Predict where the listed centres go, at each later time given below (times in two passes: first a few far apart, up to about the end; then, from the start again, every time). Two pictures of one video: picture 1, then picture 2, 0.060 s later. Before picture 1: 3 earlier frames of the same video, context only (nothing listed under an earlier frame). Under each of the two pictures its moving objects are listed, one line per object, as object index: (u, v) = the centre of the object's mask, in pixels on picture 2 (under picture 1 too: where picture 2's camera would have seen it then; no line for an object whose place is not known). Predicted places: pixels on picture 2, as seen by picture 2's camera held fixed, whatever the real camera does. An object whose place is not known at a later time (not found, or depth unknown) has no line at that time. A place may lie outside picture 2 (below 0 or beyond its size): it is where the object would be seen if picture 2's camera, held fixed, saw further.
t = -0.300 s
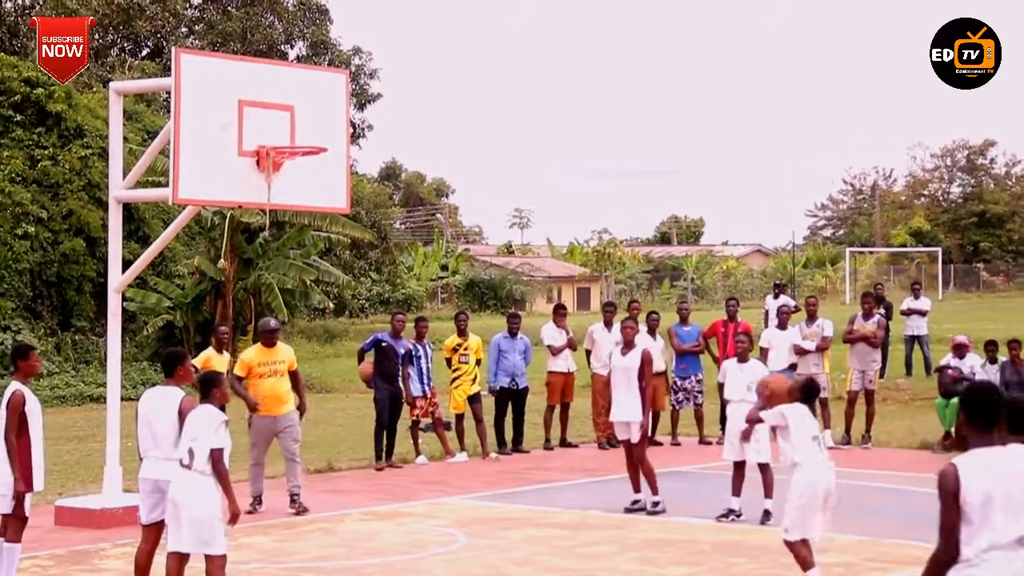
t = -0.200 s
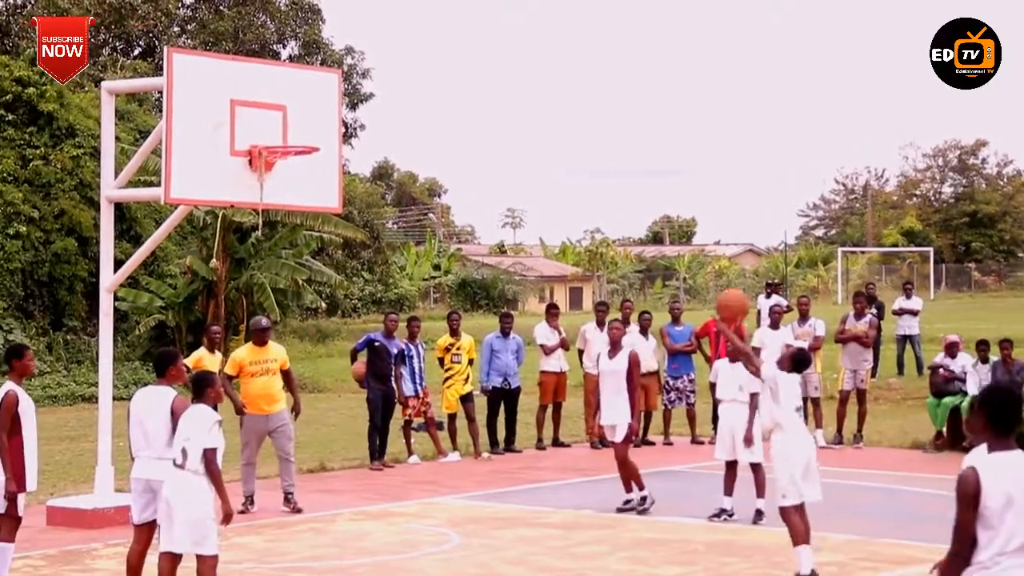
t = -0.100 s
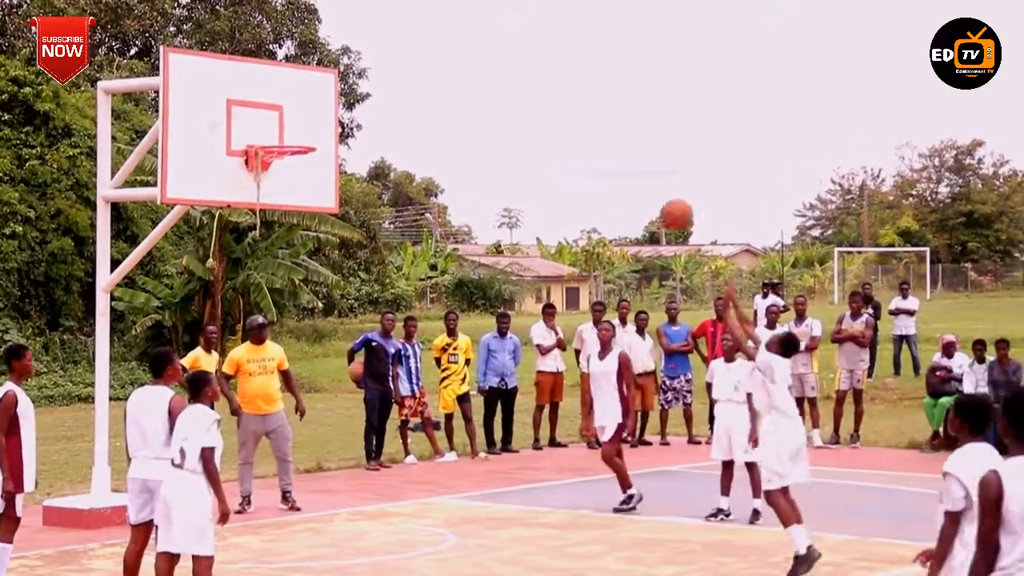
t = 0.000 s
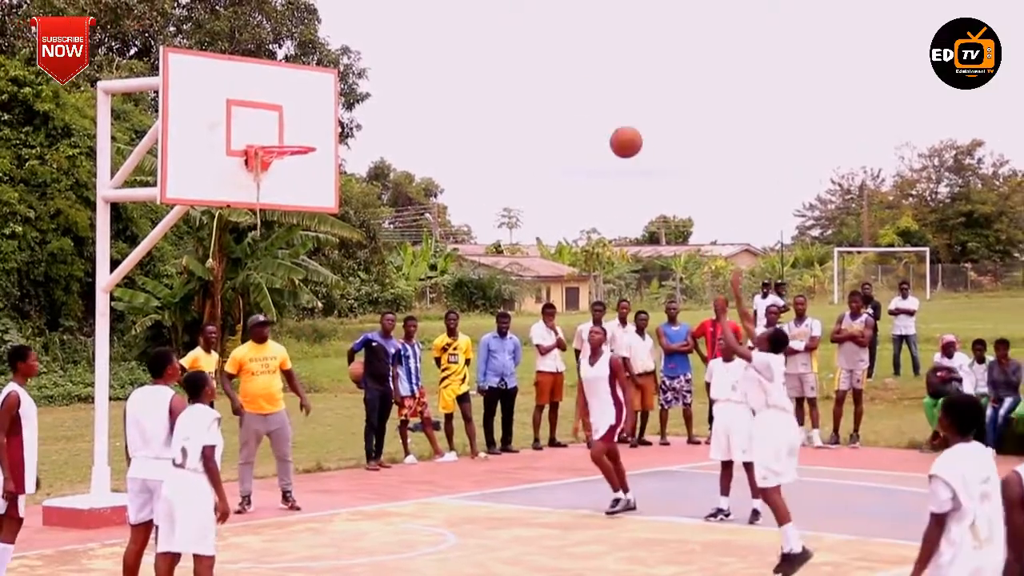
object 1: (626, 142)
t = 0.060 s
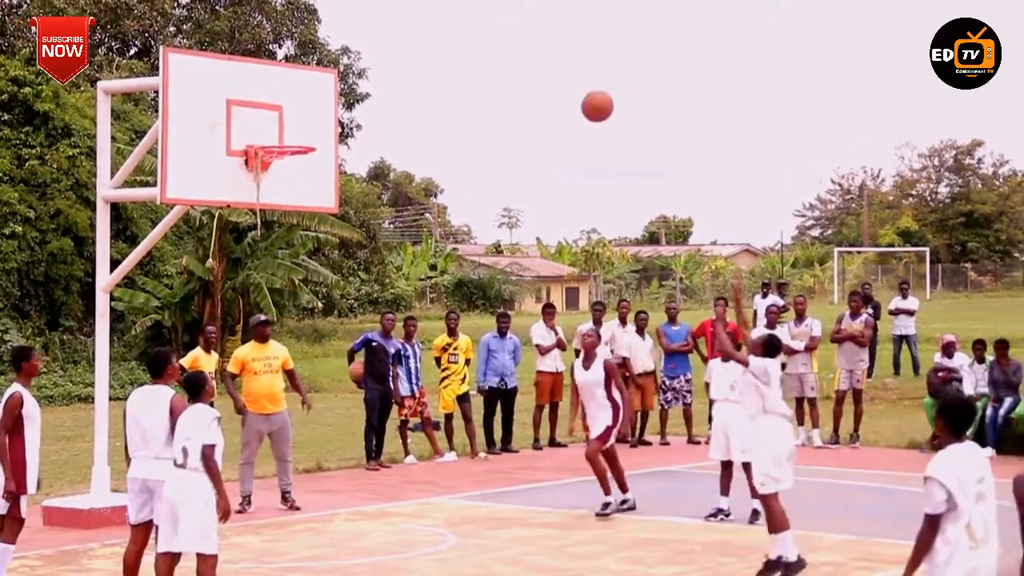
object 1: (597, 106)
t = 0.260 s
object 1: (507, 28)
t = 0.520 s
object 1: (402, 12)
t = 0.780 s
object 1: (307, 81)
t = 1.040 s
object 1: (268, 71)
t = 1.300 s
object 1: (273, 9)
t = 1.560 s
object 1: (275, 23)
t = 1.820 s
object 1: (281, 124)
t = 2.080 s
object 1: (278, 63)
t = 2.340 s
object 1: (278, 51)
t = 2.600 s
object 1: (288, 99)
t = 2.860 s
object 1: (319, 139)
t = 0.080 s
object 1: (588, 96)
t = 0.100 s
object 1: (578, 85)
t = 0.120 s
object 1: (569, 76)
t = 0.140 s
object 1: (560, 67)
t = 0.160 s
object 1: (551, 59)
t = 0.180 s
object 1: (543, 52)
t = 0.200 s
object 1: (534, 45)
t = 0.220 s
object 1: (525, 38)
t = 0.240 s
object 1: (516, 33)
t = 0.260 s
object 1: (507, 28)
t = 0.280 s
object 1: (499, 23)
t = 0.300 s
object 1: (491, 19)
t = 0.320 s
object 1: (482, 16)
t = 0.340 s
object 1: (474, 13)
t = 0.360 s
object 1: (466, 12)
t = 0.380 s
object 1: (458, 11)
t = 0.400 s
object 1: (450, 10)
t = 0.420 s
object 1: (441, 10)
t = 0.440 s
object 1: (434, 10)
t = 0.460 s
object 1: (426, 10)
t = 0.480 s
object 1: (418, 11)
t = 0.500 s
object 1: (410, 11)
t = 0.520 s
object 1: (402, 12)
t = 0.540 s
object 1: (394, 14)
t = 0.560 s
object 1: (387, 17)
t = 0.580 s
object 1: (379, 20)
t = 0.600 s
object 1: (371, 24)
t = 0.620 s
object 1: (364, 29)
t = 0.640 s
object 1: (357, 33)
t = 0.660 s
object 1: (349, 38)
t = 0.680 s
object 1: (343, 44)
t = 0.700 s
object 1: (334, 51)
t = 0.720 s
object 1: (329, 59)
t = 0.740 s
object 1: (321, 65)
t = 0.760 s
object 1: (314, 73)
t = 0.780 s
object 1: (307, 81)
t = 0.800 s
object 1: (300, 89)
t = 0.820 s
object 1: (293, 98)
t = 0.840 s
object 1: (287, 107)
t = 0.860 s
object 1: (280, 117)
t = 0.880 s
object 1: (274, 128)
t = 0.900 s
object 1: (268, 135)
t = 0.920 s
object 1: (268, 128)
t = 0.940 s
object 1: (268, 118)
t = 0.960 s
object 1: (268, 107)
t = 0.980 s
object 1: (268, 97)
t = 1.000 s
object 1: (268, 88)
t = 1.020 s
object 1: (269, 79)
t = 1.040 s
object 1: (268, 71)
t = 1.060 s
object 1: (269, 64)
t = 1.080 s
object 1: (269, 56)
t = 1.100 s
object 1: (269, 49)
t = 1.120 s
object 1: (269, 41)
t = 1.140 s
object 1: (269, 37)
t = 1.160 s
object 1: (270, 31)
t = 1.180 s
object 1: (270, 27)
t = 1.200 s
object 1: (271, 23)
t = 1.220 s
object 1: (270, 18)
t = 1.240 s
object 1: (270, 14)
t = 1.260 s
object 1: (272, 12)
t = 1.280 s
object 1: (273, 11)
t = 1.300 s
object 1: (273, 9)
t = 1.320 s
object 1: (273, 9)
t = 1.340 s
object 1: (273, 9)
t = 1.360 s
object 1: (273, 8)
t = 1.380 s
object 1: (273, 9)
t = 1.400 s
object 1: (273, 8)
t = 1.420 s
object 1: (273, 8)
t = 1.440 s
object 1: (273, 9)
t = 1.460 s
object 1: (273, 9)
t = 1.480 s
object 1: (274, 10)
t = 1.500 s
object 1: (275, 12)
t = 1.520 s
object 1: (275, 15)
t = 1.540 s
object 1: (275, 19)
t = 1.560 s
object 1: (275, 23)
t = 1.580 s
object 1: (276, 28)
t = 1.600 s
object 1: (277, 33)
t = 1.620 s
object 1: (277, 39)
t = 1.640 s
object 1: (278, 46)
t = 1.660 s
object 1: (277, 52)
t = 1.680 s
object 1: (278, 60)
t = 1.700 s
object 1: (279, 68)
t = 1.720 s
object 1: (279, 76)
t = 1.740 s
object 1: (280, 85)
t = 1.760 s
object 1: (280, 94)
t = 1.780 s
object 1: (281, 103)
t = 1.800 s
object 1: (281, 113)
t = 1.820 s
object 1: (281, 124)
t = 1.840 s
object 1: (282, 133)
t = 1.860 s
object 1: (282, 133)
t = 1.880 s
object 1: (281, 125)
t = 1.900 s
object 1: (281, 116)
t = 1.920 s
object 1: (281, 109)
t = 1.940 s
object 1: (281, 101)
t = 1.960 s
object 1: (280, 95)
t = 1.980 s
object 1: (280, 89)
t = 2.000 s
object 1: (280, 82)
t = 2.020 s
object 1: (279, 77)
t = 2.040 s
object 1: (279, 72)
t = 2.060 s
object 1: (279, 67)
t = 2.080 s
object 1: (278, 63)
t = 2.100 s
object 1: (278, 60)
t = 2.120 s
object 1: (277, 57)
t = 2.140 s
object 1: (278, 54)
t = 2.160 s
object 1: (277, 52)
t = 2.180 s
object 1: (277, 51)
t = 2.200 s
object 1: (277, 51)
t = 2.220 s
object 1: (277, 51)
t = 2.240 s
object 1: (277, 51)
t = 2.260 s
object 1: (277, 51)
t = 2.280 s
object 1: (277, 51)
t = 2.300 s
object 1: (277, 51)
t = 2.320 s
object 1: (277, 51)
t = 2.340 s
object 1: (278, 51)
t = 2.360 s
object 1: (278, 52)
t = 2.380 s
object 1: (280, 53)
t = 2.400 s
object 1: (281, 54)
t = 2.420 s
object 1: (281, 56)
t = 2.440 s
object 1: (282, 58)
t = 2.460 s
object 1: (283, 63)
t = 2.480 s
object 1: (284, 65)
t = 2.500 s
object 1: (285, 70)
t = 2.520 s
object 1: (286, 75)
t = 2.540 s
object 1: (286, 81)
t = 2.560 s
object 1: (287, 86)
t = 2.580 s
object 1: (288, 92)
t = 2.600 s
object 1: (288, 99)
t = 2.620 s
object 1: (289, 106)
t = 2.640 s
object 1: (290, 114)
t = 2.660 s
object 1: (291, 121)
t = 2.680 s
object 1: (292, 130)
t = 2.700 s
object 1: (293, 135)
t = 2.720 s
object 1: (293, 136)
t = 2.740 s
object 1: (295, 136)
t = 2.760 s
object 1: (296, 137)
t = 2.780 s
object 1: (301, 136)
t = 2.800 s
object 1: (306, 136)
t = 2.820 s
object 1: (310, 136)
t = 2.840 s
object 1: (315, 138)
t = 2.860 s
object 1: (319, 139)
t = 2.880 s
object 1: (325, 141)
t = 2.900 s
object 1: (328, 143)
